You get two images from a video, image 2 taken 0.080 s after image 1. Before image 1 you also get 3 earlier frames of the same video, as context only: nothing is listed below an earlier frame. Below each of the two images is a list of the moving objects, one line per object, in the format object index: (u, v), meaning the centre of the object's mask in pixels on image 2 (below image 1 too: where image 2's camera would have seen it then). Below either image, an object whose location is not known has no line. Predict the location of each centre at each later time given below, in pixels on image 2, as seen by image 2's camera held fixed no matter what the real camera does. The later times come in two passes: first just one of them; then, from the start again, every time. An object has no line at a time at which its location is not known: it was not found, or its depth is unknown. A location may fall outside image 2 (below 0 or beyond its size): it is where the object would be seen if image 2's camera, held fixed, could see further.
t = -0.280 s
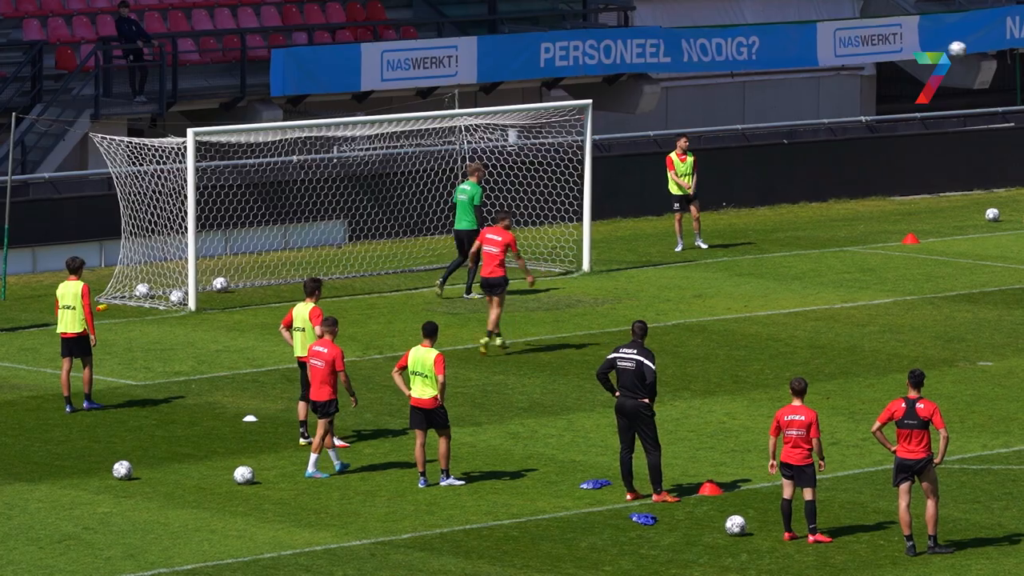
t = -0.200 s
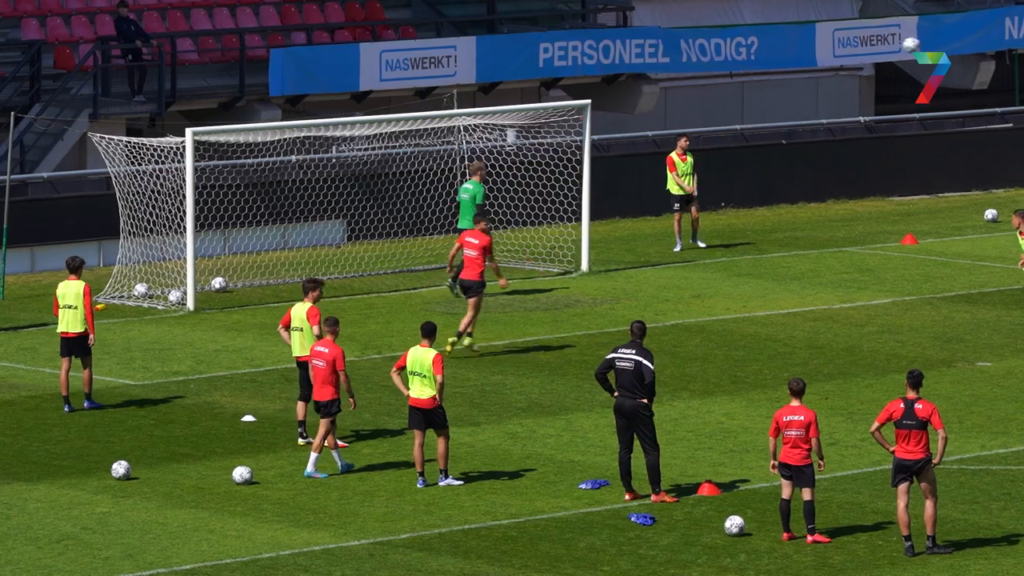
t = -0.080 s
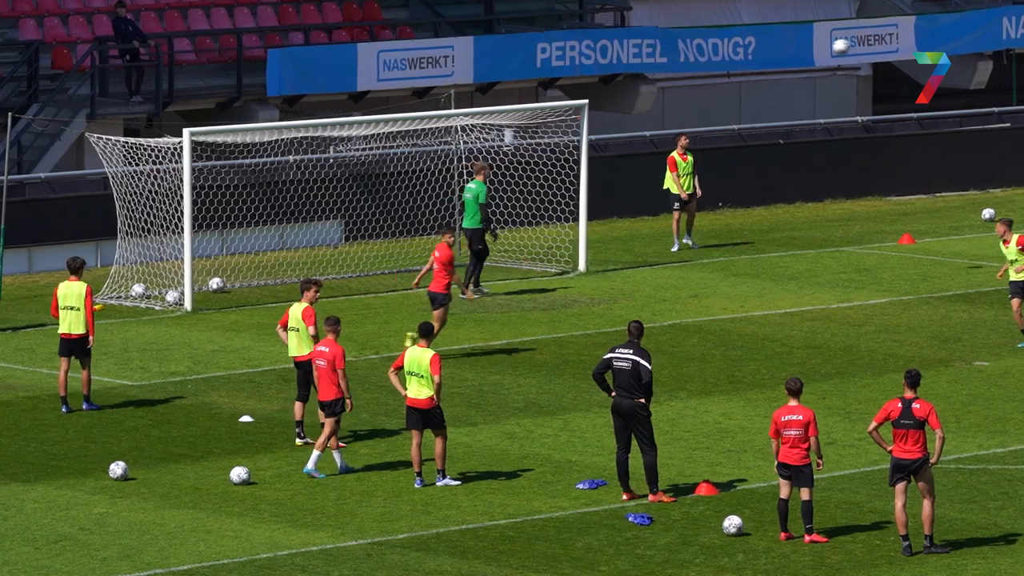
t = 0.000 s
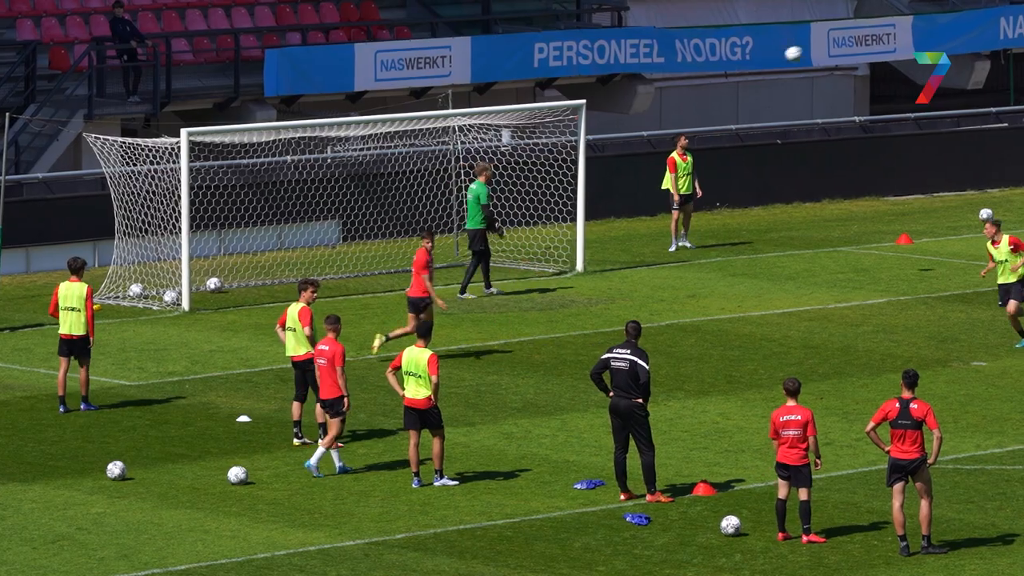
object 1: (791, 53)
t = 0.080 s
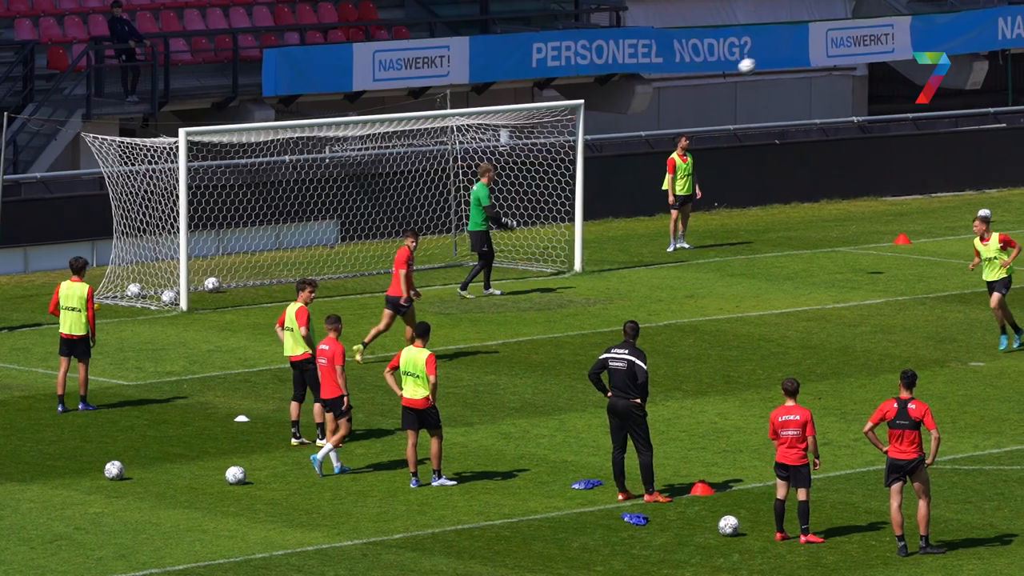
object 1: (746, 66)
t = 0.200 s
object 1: (679, 92)
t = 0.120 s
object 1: (724, 73)
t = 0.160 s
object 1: (701, 82)
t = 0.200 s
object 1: (679, 92)
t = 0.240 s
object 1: (657, 104)
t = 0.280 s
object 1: (635, 117)
